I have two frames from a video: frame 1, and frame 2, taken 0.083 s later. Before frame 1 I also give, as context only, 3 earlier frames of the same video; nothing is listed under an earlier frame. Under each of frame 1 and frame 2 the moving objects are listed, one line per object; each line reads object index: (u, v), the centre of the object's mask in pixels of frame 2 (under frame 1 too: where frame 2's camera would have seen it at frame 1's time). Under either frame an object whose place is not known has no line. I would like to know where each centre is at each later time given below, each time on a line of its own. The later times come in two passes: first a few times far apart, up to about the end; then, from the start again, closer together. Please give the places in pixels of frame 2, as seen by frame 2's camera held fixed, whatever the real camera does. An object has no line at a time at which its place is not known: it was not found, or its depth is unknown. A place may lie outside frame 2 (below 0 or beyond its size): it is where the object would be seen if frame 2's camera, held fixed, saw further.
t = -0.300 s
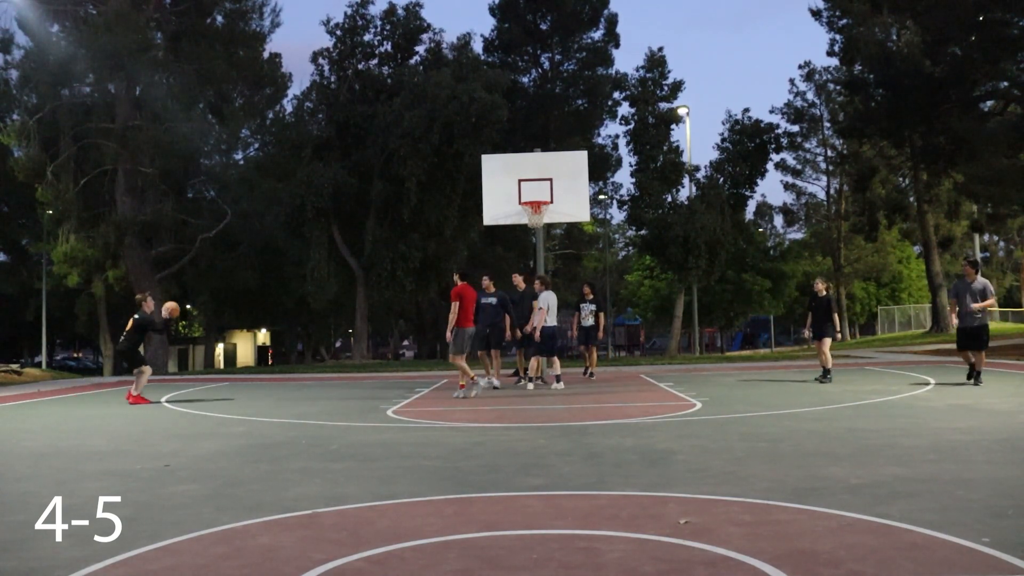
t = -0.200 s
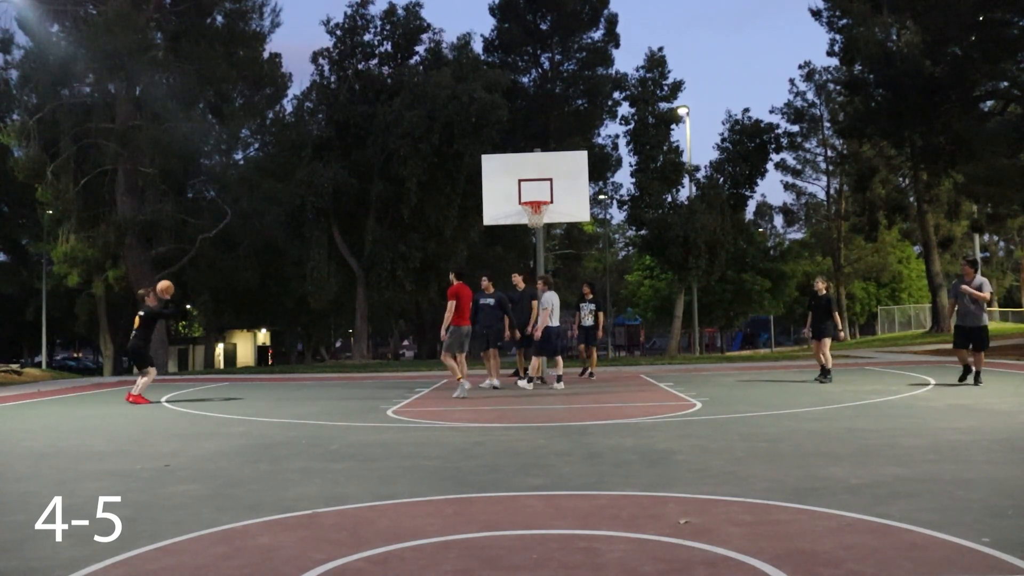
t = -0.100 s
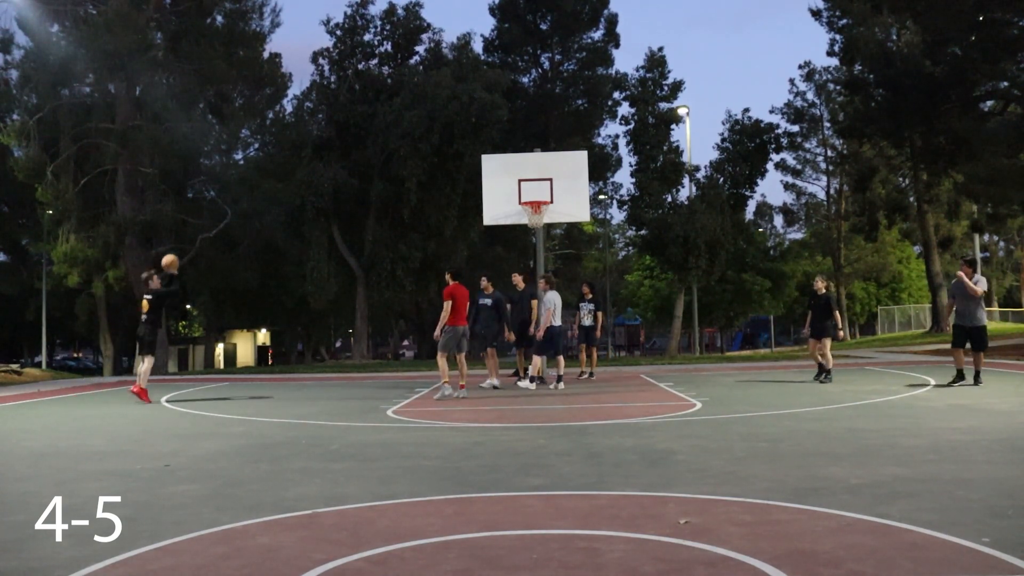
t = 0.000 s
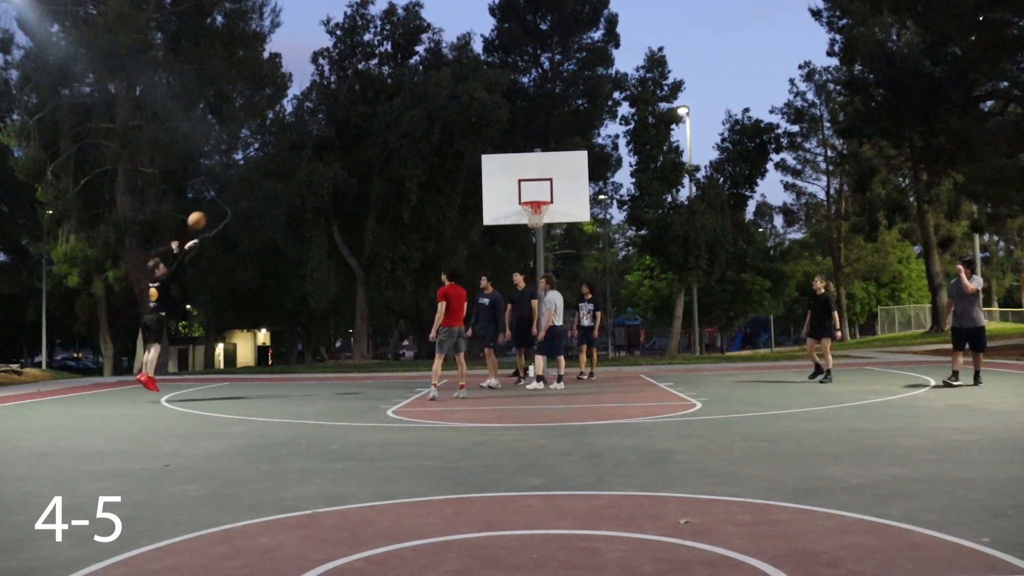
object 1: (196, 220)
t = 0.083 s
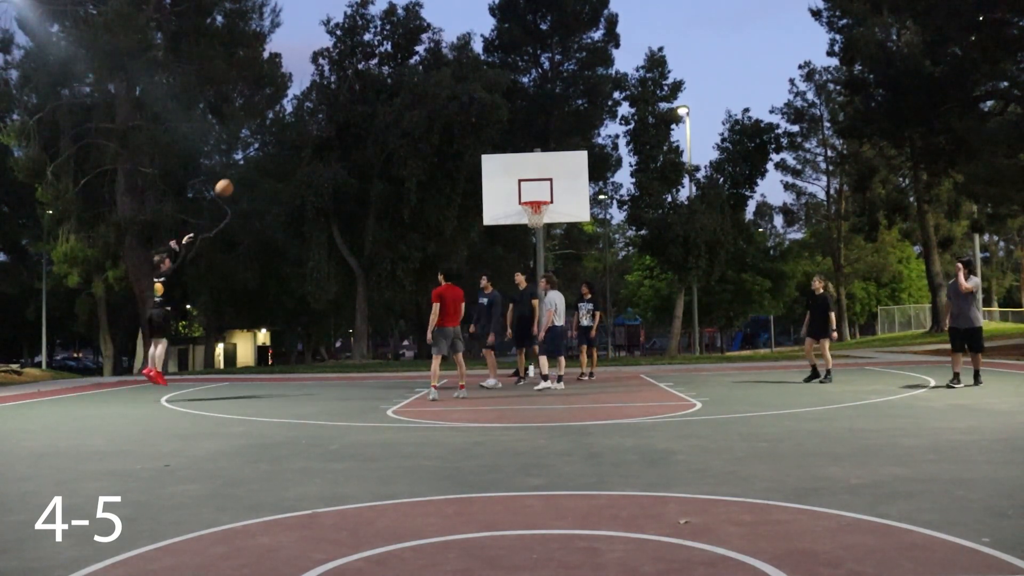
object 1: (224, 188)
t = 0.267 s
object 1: (282, 135)
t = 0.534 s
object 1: (360, 101)
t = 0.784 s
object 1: (428, 109)
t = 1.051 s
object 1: (495, 156)
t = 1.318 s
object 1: (541, 213)
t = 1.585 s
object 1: (535, 217)
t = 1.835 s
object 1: (536, 232)
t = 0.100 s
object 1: (229, 182)
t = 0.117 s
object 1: (235, 177)
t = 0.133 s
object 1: (240, 171)
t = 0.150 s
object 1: (245, 166)
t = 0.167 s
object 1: (251, 161)
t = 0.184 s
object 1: (256, 156)
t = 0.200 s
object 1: (261, 151)
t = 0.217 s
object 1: (267, 147)
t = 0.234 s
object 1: (272, 143)
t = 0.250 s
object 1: (277, 139)
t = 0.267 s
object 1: (282, 135)
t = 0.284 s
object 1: (287, 132)
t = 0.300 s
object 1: (293, 128)
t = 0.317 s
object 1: (297, 125)
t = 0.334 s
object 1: (302, 122)
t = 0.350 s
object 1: (307, 120)
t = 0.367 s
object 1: (312, 117)
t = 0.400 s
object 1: (322, 112)
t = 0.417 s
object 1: (327, 110)
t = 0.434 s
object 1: (332, 108)
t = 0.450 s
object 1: (336, 107)
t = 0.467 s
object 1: (341, 105)
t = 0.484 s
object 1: (346, 104)
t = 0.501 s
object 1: (351, 103)
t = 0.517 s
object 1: (355, 102)
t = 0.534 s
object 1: (360, 101)
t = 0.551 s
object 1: (365, 100)
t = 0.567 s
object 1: (369, 100)
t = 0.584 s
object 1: (374, 99)
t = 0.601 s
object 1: (379, 99)
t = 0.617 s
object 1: (383, 99)
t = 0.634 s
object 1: (388, 100)
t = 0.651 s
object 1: (392, 100)
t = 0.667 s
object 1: (397, 101)
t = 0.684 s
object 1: (401, 101)
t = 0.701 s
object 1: (406, 102)
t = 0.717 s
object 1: (410, 103)
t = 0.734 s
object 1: (415, 104)
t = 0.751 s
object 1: (419, 106)
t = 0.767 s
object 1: (424, 107)
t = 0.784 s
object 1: (428, 109)
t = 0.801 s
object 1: (432, 111)
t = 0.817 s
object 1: (436, 113)
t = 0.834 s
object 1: (441, 115)
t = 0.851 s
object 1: (445, 117)
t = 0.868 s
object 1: (449, 120)
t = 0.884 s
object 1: (453, 122)
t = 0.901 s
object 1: (458, 125)
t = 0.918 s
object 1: (462, 128)
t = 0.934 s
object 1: (466, 131)
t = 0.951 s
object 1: (470, 135)
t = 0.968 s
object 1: (475, 138)
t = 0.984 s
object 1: (479, 141)
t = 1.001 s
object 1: (483, 145)
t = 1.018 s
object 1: (487, 148)
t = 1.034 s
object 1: (491, 152)
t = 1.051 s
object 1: (495, 156)
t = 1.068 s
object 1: (499, 161)
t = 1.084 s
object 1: (503, 166)
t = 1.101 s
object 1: (507, 170)
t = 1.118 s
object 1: (511, 175)
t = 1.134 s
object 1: (516, 180)
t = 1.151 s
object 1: (520, 185)
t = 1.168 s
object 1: (524, 190)
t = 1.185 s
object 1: (527, 195)
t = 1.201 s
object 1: (531, 198)
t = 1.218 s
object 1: (537, 201)
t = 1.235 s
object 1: (542, 211)
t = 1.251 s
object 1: (544, 214)
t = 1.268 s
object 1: (544, 215)
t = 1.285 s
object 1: (545, 213)
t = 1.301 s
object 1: (543, 214)
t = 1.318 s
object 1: (541, 213)
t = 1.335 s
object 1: (541, 212)
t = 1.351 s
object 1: (542, 212)
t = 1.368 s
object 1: (541, 212)
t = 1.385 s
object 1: (540, 212)
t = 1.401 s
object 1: (540, 211)
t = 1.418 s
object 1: (540, 211)
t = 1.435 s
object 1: (540, 211)
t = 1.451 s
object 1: (539, 211)
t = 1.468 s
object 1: (539, 212)
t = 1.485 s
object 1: (539, 212)
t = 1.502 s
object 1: (538, 213)
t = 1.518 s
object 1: (539, 213)
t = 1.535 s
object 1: (537, 214)
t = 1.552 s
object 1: (536, 215)
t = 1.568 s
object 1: (535, 216)
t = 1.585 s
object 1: (535, 217)
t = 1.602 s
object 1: (534, 218)
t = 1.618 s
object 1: (534, 220)
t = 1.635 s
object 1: (534, 220)
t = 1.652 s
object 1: (533, 220)
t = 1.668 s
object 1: (533, 222)
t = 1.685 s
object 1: (533, 223)
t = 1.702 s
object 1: (533, 223)
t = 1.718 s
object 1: (533, 224)
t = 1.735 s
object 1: (534, 224)
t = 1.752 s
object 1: (534, 227)
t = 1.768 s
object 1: (535, 227)
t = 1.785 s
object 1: (535, 229)
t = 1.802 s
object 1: (536, 230)
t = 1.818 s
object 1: (536, 231)
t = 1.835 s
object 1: (536, 232)
